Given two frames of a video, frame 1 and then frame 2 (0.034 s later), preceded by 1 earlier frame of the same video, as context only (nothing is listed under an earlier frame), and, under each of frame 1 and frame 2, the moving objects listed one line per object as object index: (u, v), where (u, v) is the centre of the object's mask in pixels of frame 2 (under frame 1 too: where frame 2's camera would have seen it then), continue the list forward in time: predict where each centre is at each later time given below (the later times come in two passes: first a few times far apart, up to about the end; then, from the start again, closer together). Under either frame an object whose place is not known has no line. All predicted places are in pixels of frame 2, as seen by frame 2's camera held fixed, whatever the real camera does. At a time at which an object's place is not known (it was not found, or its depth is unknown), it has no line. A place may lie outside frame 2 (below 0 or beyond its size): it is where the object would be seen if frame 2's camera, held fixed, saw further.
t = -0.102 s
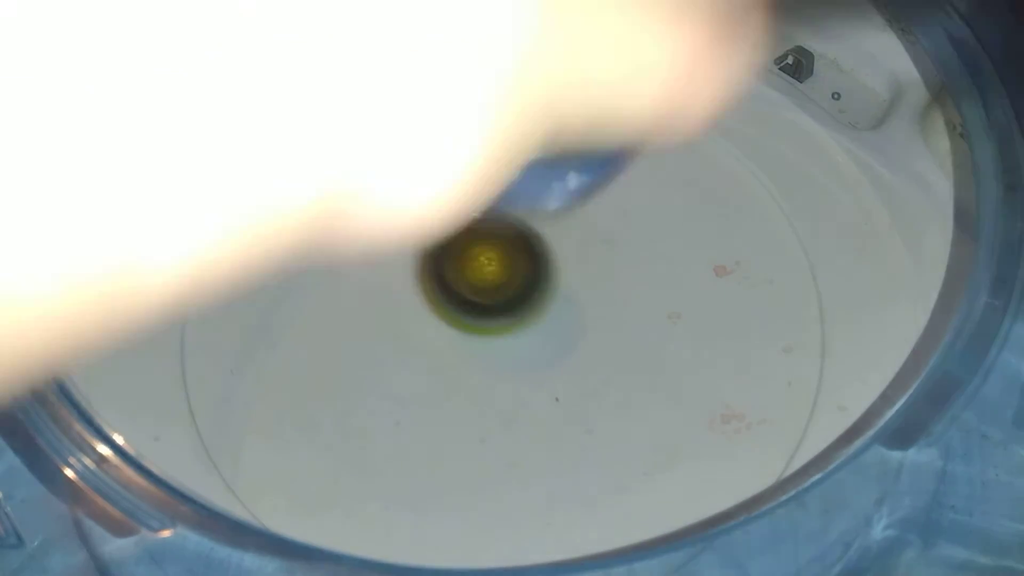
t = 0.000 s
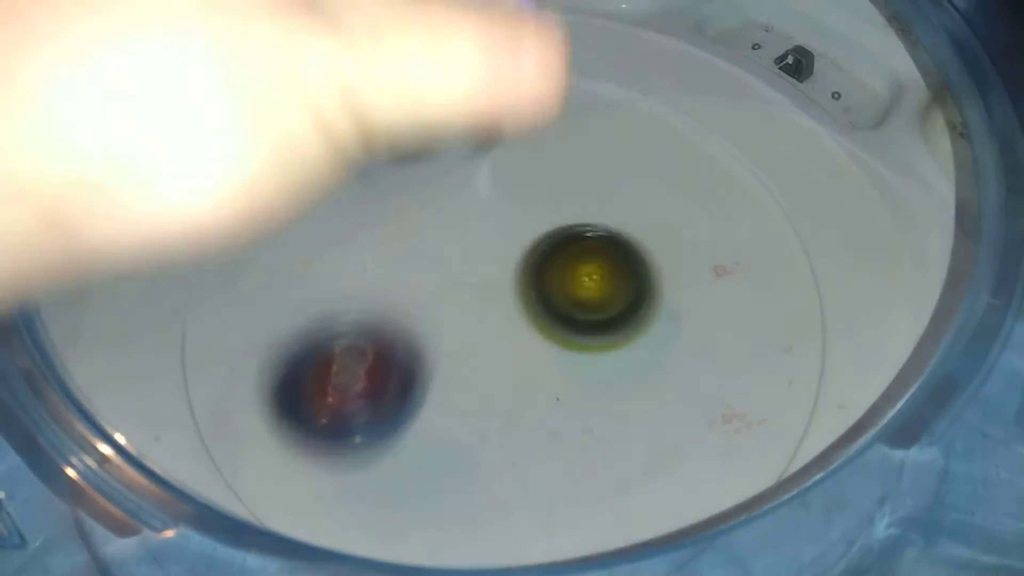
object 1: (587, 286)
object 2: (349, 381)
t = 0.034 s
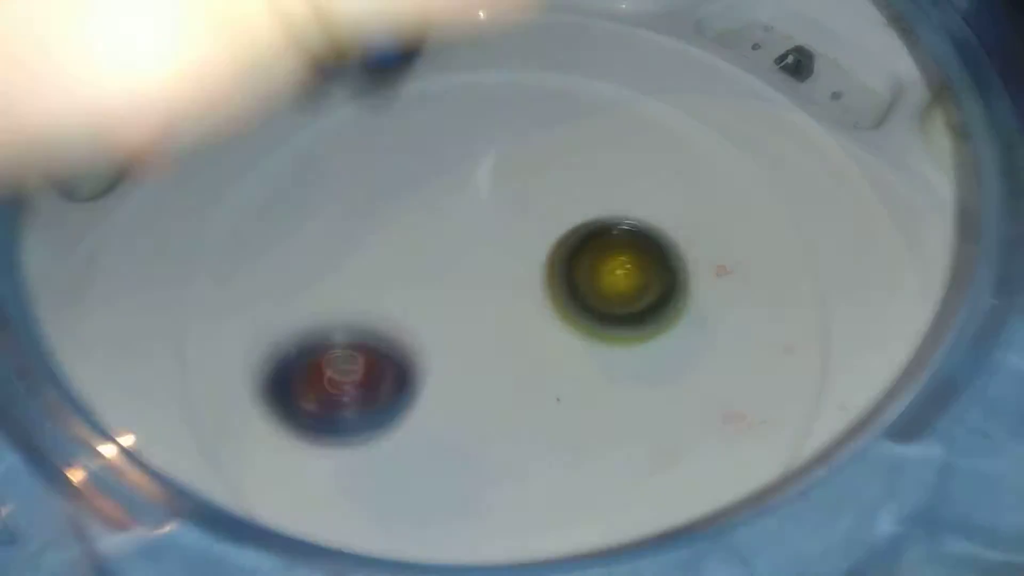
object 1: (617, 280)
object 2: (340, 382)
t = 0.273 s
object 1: (711, 198)
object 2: (443, 364)
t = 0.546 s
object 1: (654, 108)
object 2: (312, 280)
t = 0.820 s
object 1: (498, 265)
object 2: (523, 412)
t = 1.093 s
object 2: (607, 116)
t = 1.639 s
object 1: (620, 255)
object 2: (756, 138)
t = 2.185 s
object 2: (635, 66)
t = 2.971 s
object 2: (355, 81)
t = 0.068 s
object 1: (643, 272)
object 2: (343, 340)
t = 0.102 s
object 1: (664, 264)
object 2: (353, 313)
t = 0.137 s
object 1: (682, 255)
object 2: (371, 307)
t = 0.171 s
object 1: (695, 243)
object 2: (394, 317)
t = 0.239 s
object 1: (710, 213)
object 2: (452, 387)
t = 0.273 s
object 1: (711, 198)
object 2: (443, 364)
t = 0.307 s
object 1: (712, 184)
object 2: (432, 333)
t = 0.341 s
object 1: (711, 170)
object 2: (423, 317)
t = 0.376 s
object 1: (708, 156)
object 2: (416, 309)
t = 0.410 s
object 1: (703, 143)
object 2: (403, 287)
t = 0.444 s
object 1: (695, 131)
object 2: (395, 280)
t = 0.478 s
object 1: (684, 120)
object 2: (372, 270)
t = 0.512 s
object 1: (670, 112)
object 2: (346, 273)
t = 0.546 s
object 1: (654, 108)
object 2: (312, 280)
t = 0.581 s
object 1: (636, 106)
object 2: (275, 292)
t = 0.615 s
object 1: (614, 110)
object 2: (240, 316)
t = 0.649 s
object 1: (592, 118)
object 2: (211, 347)
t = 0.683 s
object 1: (548, 152)
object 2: (250, 425)
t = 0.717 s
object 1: (529, 176)
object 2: (312, 457)
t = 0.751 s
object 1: (513, 204)
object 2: (382, 461)
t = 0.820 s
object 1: (498, 265)
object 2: (523, 412)
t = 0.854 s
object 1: (497, 285)
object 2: (582, 383)
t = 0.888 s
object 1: (493, 283)
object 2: (641, 380)
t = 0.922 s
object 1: (492, 285)
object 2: (682, 353)
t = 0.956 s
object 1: (493, 291)
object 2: (708, 314)
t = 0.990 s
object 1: (498, 301)
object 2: (712, 266)
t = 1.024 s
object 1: (507, 314)
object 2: (693, 211)
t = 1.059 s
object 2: (655, 157)
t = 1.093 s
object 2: (607, 116)
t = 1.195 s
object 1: (595, 378)
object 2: (393, 55)
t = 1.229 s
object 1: (618, 383)
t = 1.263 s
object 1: (638, 383)
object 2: (234, 163)
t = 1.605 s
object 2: (798, 198)
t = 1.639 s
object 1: (620, 255)
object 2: (756, 138)
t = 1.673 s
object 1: (565, 255)
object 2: (578, 53)
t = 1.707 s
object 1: (537, 262)
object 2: (467, 48)
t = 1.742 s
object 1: (513, 271)
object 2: (352, 79)
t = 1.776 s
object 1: (492, 283)
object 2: (258, 146)
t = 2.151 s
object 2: (722, 117)
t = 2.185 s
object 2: (635, 66)
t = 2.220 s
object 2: (537, 48)
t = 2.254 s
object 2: (433, 56)
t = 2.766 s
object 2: (774, 167)
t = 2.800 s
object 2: (712, 114)
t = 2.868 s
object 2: (573, 52)
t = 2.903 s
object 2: (495, 48)
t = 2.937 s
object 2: (417, 59)
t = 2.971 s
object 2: (355, 81)
